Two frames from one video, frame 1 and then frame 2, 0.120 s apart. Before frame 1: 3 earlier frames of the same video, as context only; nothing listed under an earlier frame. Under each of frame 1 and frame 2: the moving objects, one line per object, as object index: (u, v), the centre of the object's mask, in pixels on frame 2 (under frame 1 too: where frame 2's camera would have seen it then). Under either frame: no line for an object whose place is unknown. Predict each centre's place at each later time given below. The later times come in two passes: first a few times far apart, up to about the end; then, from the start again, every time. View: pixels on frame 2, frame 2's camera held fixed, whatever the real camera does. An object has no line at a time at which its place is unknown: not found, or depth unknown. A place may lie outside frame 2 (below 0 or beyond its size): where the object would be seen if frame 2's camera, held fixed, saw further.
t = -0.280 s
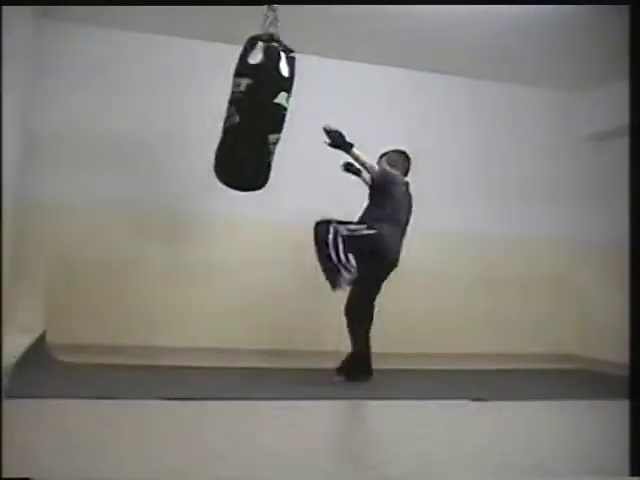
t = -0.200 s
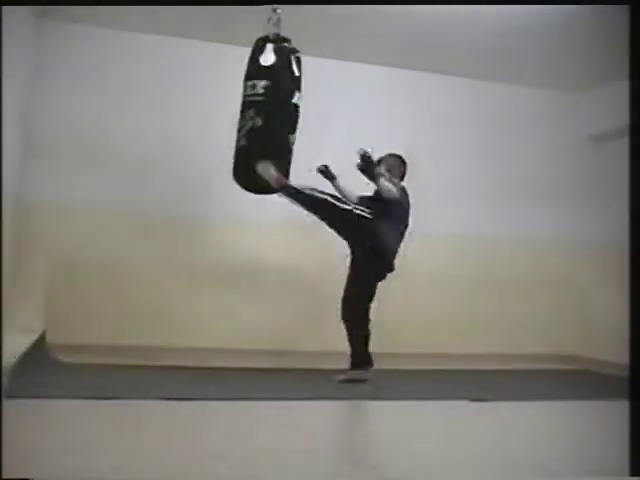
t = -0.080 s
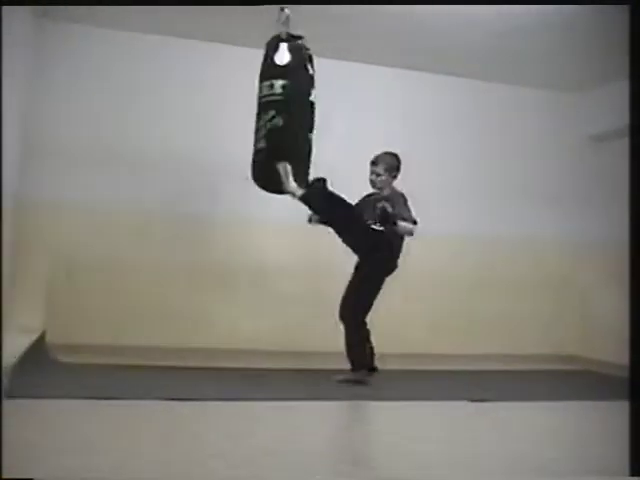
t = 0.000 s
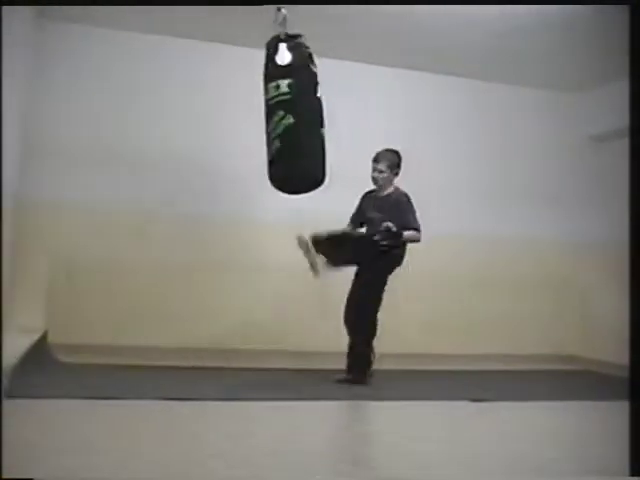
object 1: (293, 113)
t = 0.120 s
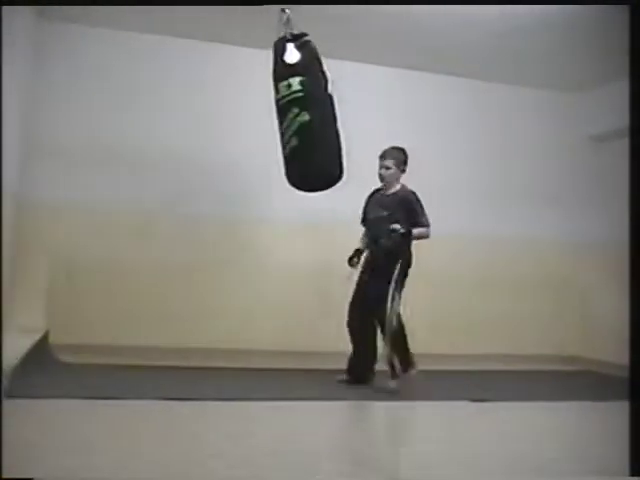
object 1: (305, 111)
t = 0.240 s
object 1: (310, 110)
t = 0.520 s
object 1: (304, 110)
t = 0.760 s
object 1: (279, 113)
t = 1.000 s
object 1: (253, 112)
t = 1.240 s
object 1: (241, 109)
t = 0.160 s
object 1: (309, 111)
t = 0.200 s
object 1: (311, 110)
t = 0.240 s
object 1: (310, 110)
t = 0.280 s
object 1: (310, 109)
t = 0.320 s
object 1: (310, 109)
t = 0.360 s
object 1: (309, 109)
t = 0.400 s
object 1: (309, 109)
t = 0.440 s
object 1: (308, 109)
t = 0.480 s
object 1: (307, 109)
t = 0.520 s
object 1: (304, 110)
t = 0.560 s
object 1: (301, 111)
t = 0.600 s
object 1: (297, 112)
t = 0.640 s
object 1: (293, 112)
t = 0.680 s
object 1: (288, 113)
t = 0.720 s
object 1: (283, 113)
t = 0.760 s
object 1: (279, 113)
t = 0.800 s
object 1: (274, 112)
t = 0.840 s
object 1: (269, 112)
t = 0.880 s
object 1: (264, 112)
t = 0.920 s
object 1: (259, 112)
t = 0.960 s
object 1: (256, 112)
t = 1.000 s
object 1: (253, 112)
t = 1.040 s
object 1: (250, 111)
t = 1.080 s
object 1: (247, 111)
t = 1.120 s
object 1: (245, 110)
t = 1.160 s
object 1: (243, 110)
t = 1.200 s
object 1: (241, 109)
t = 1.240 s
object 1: (241, 109)
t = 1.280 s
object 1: (242, 109)
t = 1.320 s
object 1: (243, 109)
